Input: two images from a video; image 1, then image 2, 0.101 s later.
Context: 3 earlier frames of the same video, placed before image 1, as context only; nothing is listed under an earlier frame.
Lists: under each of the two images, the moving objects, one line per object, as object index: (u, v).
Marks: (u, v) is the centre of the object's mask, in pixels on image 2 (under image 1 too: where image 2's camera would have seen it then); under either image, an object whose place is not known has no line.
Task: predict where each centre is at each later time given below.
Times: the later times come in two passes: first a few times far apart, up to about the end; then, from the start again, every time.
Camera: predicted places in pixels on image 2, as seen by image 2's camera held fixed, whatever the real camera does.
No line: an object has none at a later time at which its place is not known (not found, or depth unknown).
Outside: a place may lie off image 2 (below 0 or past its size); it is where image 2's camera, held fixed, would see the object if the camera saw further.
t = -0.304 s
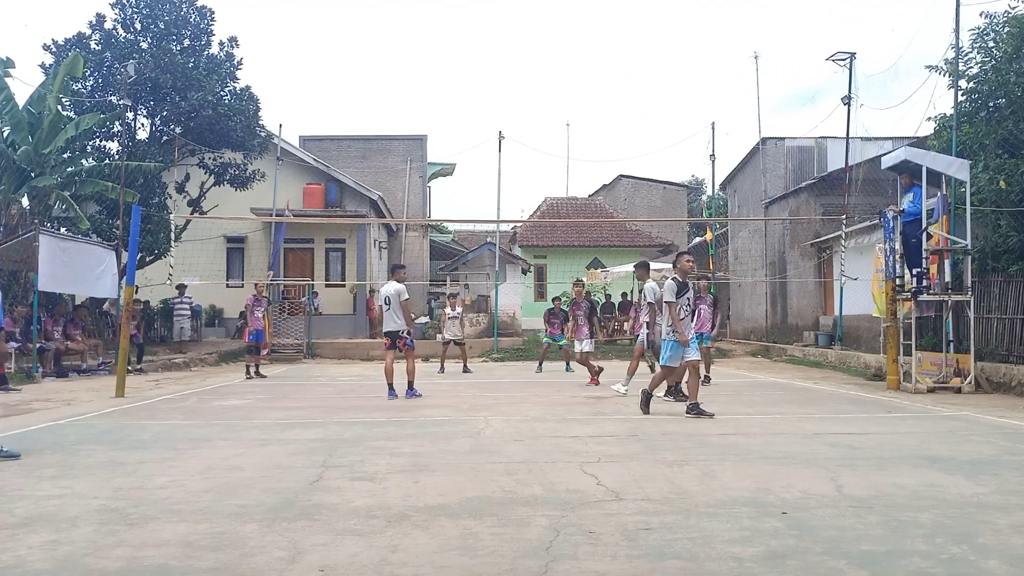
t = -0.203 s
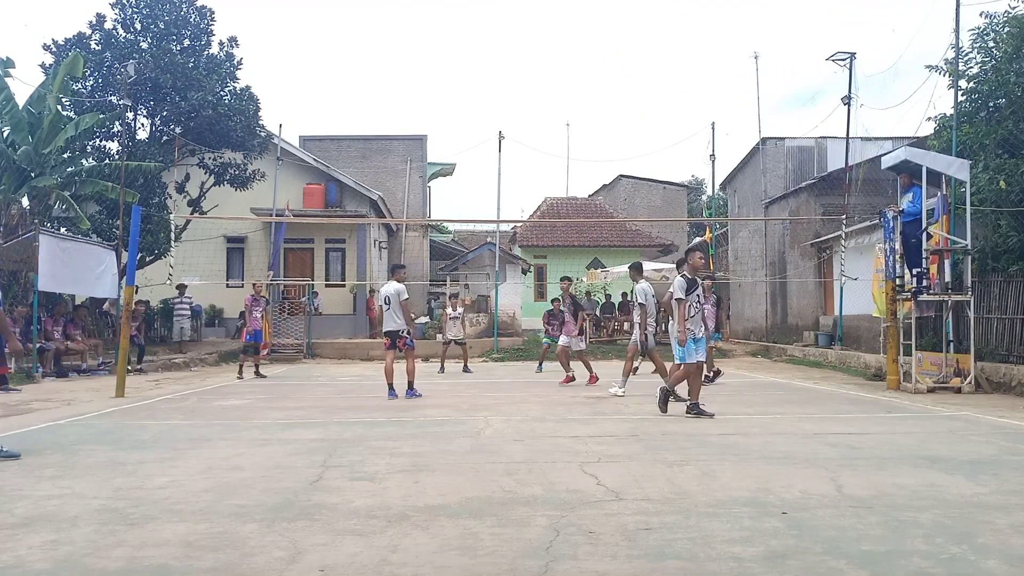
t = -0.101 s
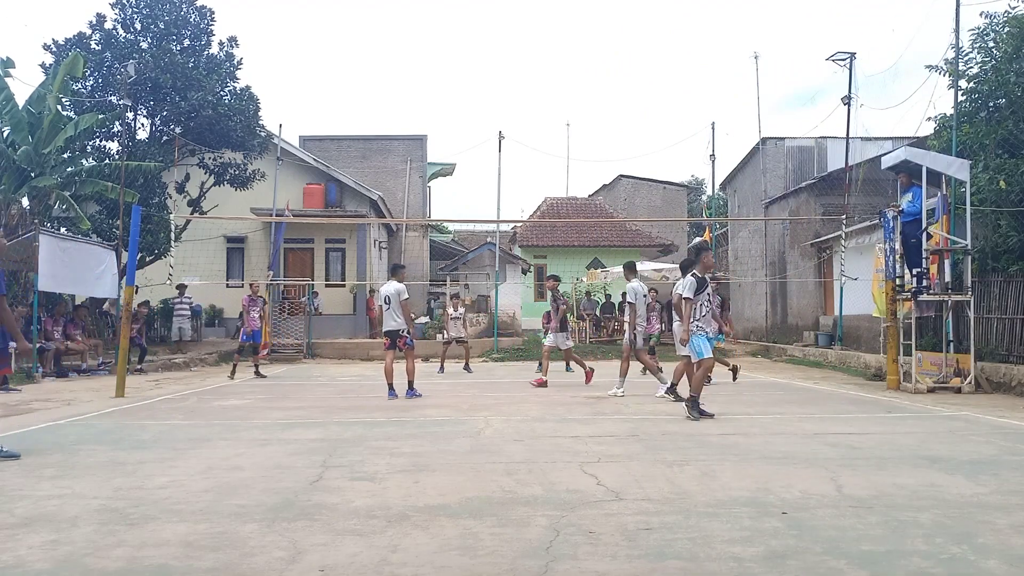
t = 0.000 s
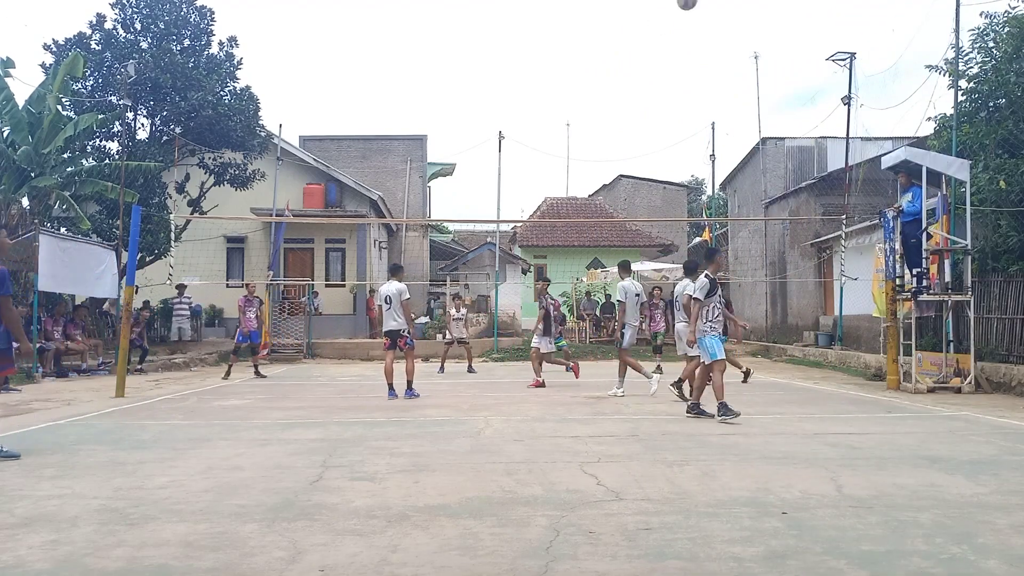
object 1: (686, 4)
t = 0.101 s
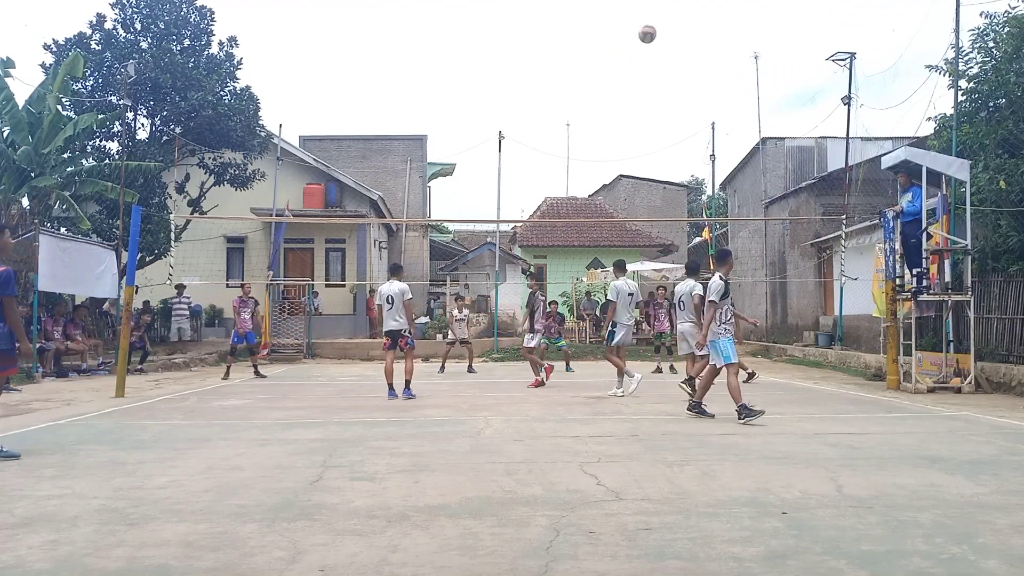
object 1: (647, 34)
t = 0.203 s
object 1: (616, 69)
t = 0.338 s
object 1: (584, 117)
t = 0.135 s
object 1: (636, 45)
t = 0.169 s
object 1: (626, 57)
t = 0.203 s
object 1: (616, 69)
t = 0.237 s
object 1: (607, 81)
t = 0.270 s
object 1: (599, 93)
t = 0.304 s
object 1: (591, 105)
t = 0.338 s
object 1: (584, 117)
